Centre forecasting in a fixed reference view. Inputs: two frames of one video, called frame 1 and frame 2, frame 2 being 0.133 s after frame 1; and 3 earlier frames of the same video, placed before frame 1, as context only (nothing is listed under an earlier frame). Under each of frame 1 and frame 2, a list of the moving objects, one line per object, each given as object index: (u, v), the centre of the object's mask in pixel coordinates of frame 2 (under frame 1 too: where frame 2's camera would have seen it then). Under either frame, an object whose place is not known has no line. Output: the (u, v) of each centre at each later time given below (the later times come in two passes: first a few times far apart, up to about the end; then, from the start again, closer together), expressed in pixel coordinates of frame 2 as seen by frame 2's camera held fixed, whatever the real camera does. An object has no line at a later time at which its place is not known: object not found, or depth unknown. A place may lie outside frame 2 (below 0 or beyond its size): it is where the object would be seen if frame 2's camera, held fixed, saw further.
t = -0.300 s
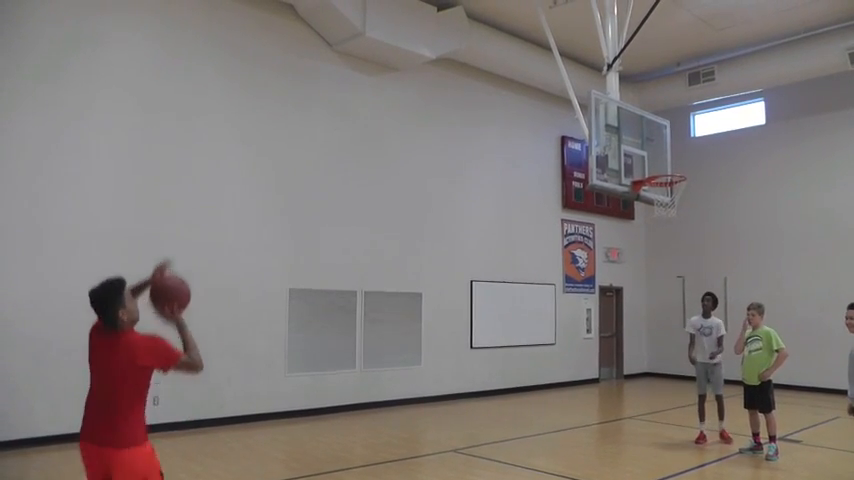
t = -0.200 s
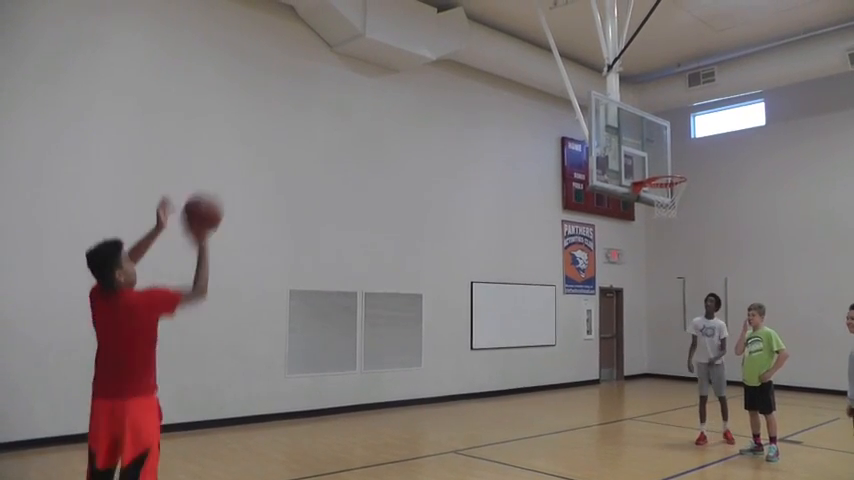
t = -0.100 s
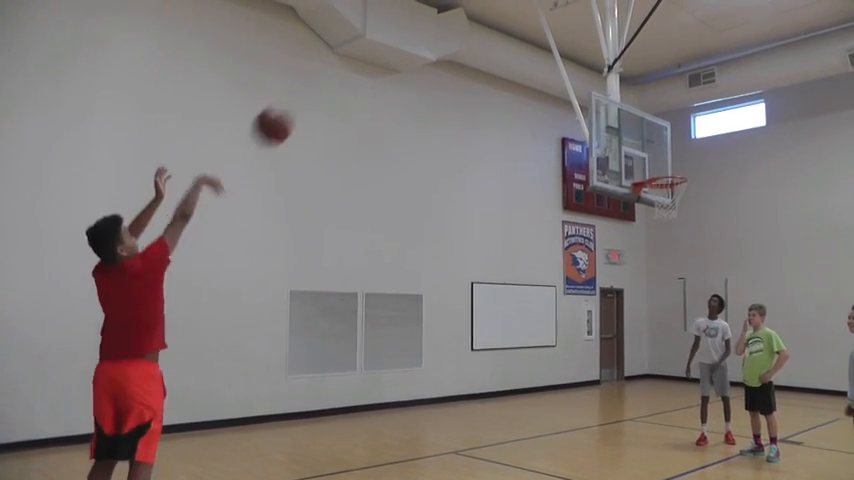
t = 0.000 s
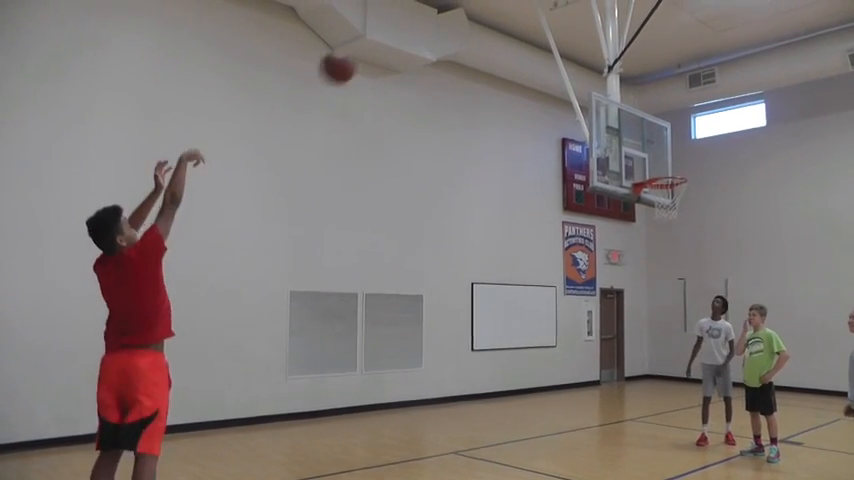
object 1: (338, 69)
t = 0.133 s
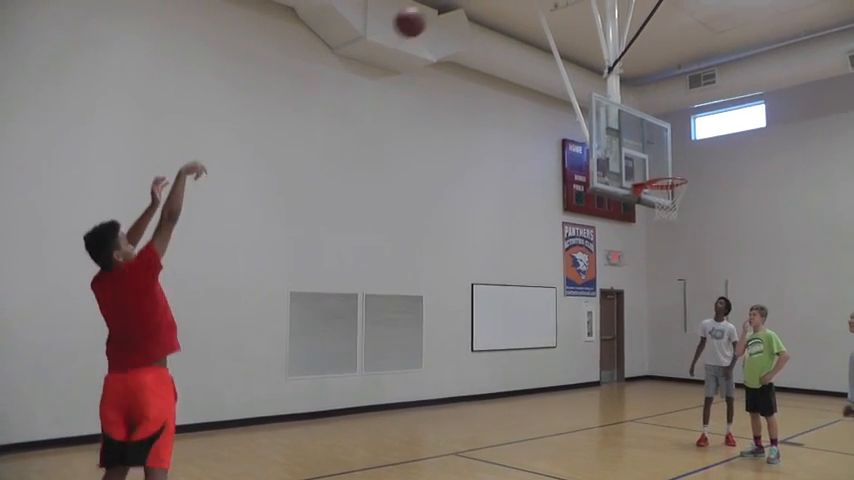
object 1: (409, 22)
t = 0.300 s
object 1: (479, 5)
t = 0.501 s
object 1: (546, 15)
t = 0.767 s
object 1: (616, 82)
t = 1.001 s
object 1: (663, 181)
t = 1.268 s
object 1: (678, 297)
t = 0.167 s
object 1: (425, 14)
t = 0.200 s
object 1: (440, 11)
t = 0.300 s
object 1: (479, 5)
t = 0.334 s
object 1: (492, 4)
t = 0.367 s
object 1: (504, 4)
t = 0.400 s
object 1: (515, 6)
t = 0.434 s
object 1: (525, 7)
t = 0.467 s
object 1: (536, 9)
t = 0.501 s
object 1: (546, 15)
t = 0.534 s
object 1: (555, 20)
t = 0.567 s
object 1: (565, 27)
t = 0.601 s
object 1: (574, 35)
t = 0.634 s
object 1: (583, 43)
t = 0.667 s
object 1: (592, 52)
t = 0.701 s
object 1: (599, 61)
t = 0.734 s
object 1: (607, 71)
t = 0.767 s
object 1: (616, 82)
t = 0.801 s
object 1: (624, 94)
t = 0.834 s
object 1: (630, 108)
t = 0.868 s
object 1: (638, 122)
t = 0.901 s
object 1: (644, 136)
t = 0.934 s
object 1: (651, 150)
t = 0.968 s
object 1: (657, 165)
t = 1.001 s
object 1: (663, 181)
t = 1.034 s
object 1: (668, 193)
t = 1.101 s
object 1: (672, 221)
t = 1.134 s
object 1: (673, 233)
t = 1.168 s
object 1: (674, 247)
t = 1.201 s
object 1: (675, 263)
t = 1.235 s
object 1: (677, 279)
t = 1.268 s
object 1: (678, 297)
